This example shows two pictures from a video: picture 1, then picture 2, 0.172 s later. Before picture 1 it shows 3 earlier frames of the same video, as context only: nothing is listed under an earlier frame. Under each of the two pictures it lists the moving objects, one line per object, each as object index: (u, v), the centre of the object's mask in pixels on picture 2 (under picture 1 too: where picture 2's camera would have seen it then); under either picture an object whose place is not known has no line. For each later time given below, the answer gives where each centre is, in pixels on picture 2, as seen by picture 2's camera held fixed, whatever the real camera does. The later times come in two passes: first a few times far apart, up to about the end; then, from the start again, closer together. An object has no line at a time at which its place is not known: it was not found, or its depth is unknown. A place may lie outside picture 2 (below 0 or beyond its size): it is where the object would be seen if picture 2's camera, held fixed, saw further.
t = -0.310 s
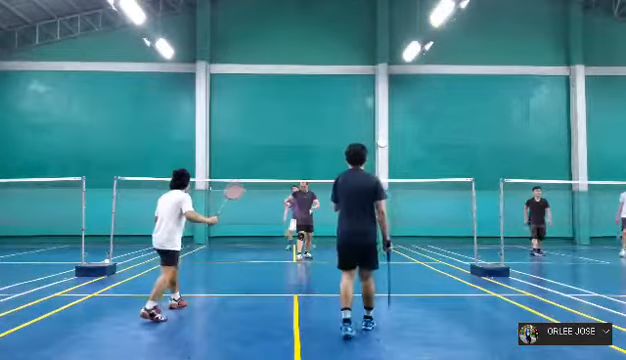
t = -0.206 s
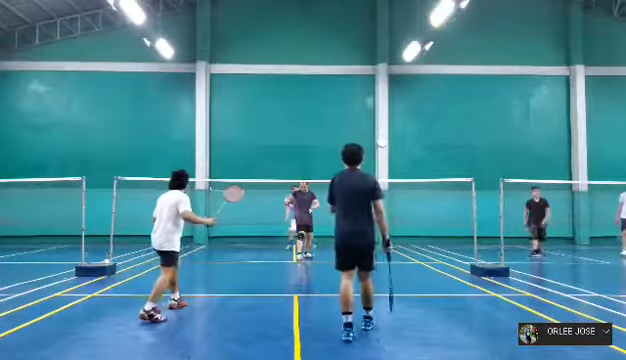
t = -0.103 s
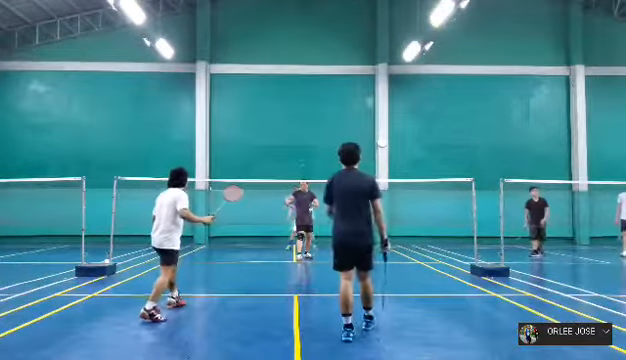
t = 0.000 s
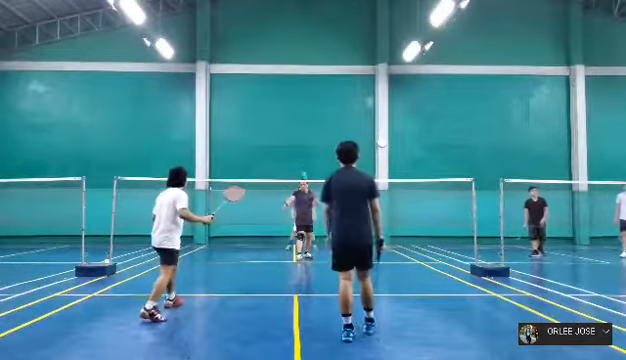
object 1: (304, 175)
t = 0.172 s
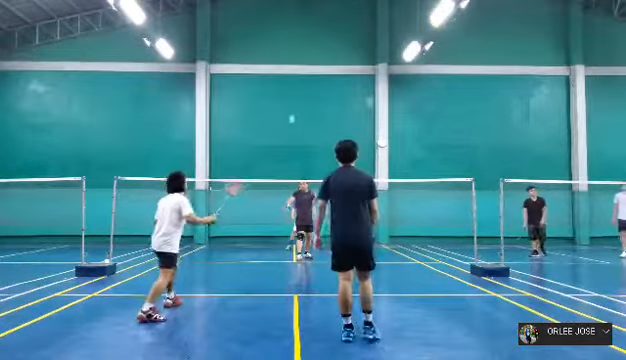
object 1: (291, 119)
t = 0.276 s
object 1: (284, 94)
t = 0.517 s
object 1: (265, 61)
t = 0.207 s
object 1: (289, 110)
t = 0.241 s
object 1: (287, 101)
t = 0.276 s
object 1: (284, 94)
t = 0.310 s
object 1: (282, 87)
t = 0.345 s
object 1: (280, 81)
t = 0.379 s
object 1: (277, 75)
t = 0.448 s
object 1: (271, 69)
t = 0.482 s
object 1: (268, 63)
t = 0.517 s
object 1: (265, 61)
